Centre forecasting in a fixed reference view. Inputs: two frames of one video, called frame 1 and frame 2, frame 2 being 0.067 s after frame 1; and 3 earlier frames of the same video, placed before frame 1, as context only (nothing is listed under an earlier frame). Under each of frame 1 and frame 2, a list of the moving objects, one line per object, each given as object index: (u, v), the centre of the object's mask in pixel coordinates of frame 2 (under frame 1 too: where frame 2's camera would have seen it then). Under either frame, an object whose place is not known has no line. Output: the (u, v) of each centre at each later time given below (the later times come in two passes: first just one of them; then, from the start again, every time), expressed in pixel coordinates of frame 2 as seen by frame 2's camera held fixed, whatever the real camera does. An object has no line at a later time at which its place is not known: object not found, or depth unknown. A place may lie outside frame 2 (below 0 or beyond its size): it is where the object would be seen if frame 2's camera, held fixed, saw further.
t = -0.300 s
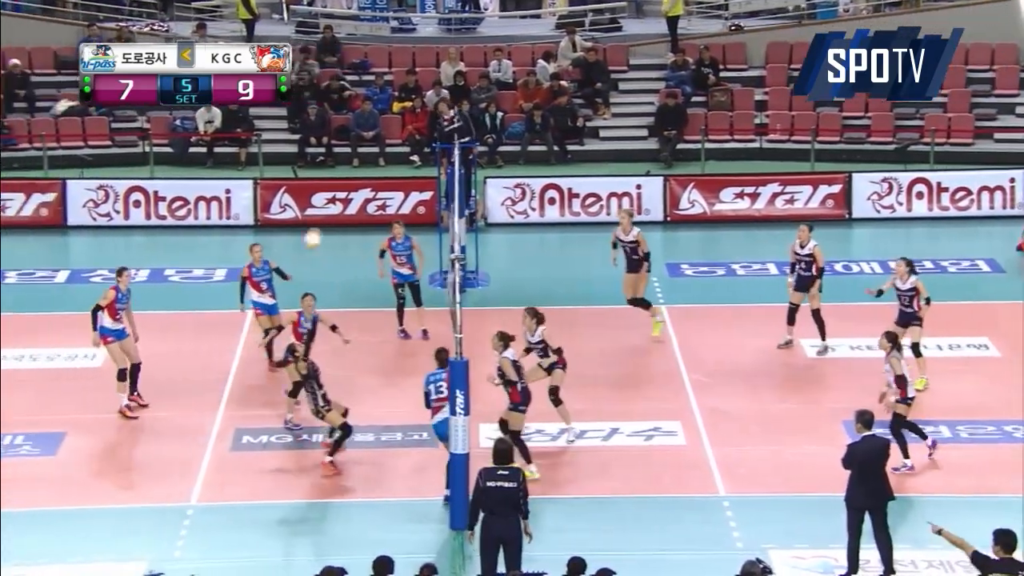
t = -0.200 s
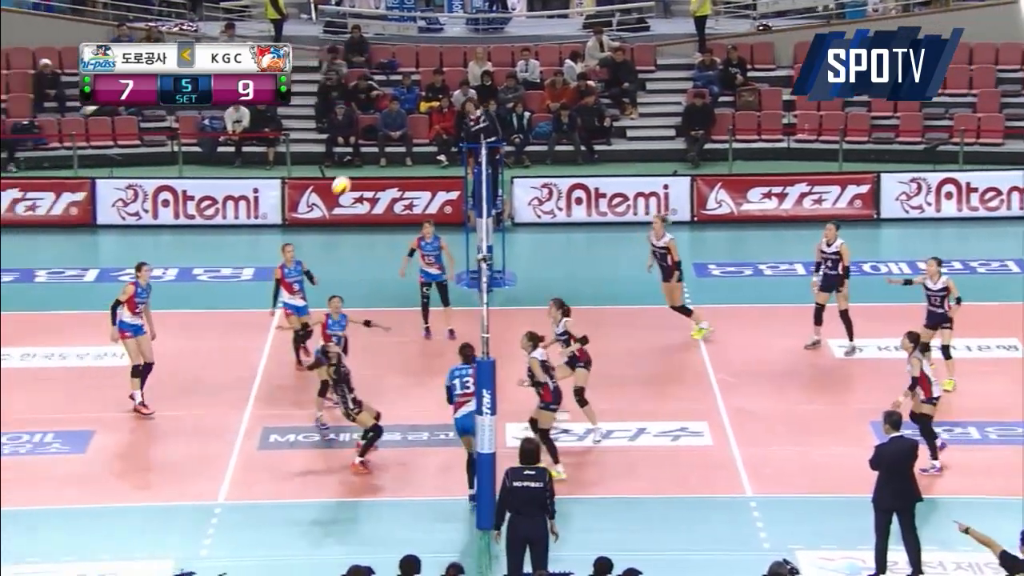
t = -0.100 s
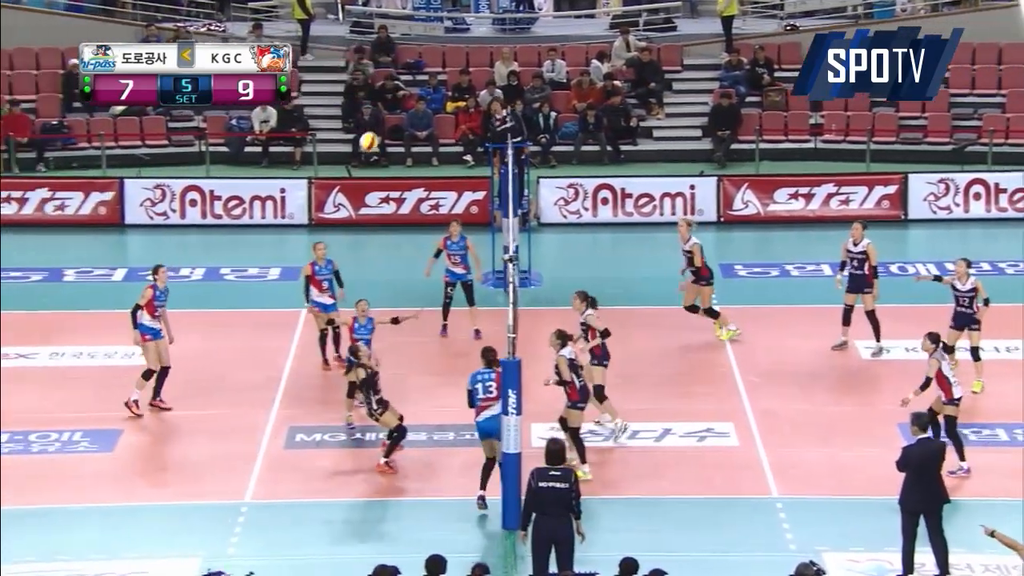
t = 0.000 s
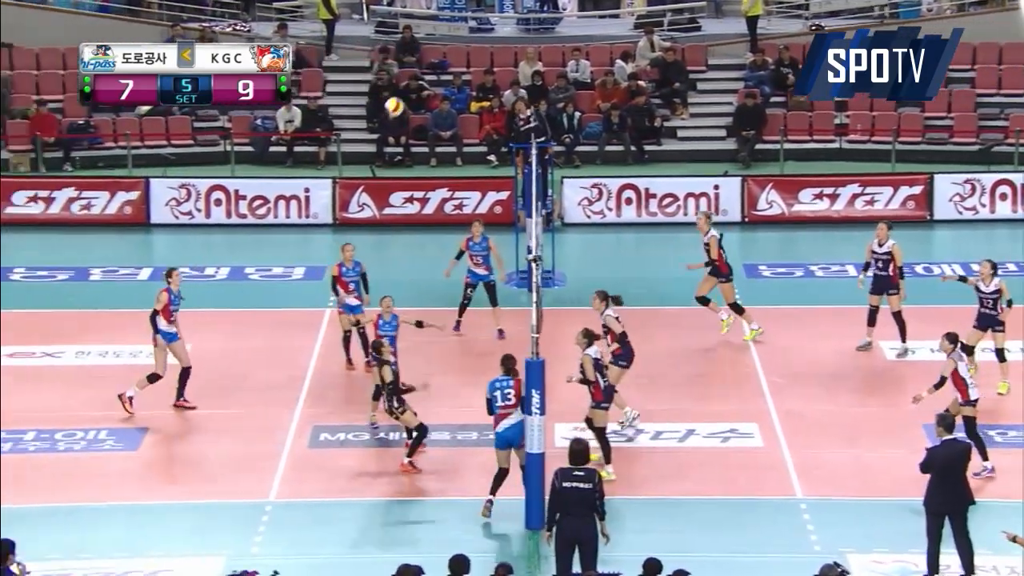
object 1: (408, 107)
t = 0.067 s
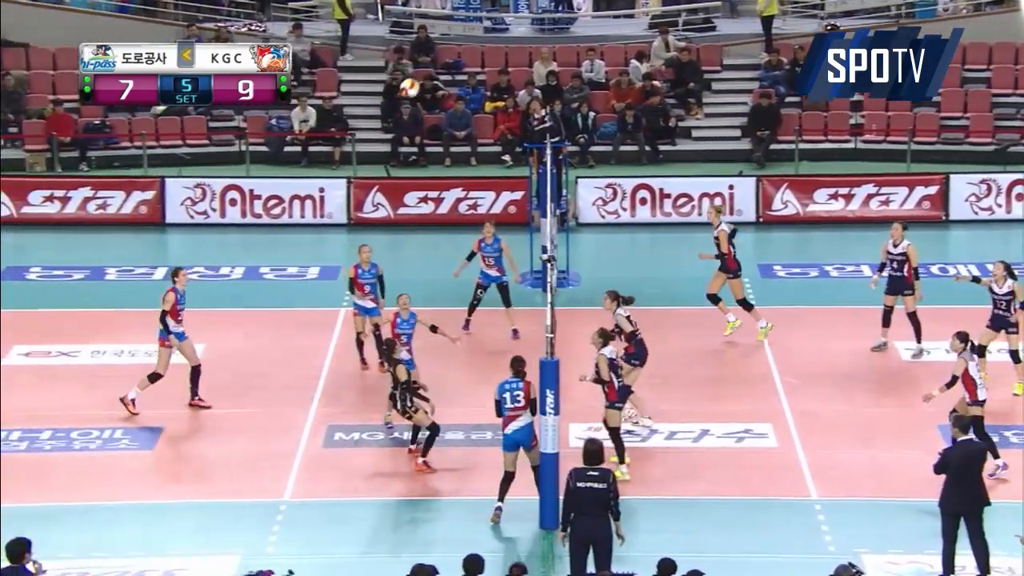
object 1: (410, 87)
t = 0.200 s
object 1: (414, 62)
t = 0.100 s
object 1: (411, 80)
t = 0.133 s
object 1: (412, 73)
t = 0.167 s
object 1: (413, 67)
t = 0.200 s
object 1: (414, 62)
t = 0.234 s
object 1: (414, 58)
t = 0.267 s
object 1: (415, 55)
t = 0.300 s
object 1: (416, 53)
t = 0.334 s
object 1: (417, 52)
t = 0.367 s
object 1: (418, 51)
